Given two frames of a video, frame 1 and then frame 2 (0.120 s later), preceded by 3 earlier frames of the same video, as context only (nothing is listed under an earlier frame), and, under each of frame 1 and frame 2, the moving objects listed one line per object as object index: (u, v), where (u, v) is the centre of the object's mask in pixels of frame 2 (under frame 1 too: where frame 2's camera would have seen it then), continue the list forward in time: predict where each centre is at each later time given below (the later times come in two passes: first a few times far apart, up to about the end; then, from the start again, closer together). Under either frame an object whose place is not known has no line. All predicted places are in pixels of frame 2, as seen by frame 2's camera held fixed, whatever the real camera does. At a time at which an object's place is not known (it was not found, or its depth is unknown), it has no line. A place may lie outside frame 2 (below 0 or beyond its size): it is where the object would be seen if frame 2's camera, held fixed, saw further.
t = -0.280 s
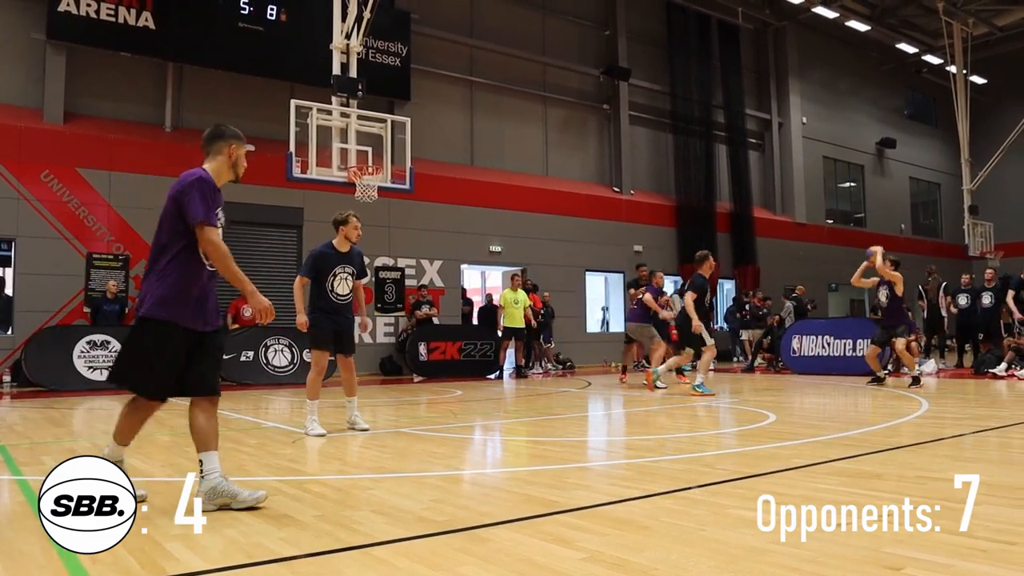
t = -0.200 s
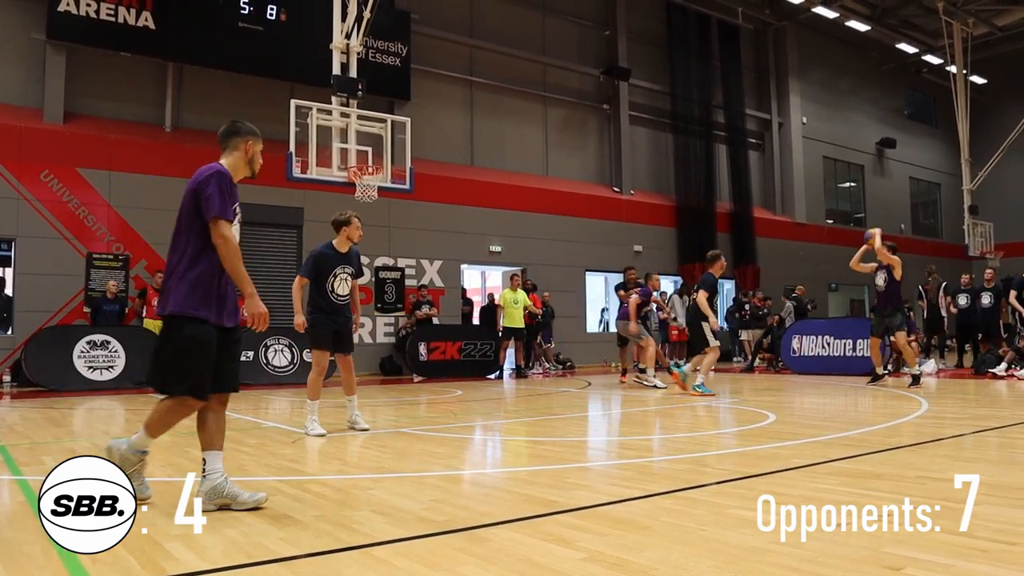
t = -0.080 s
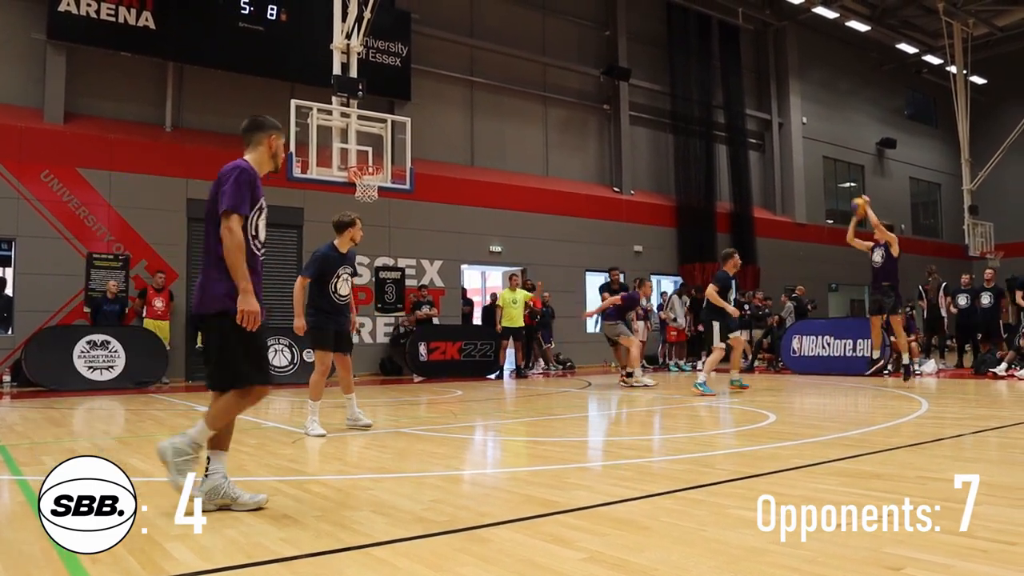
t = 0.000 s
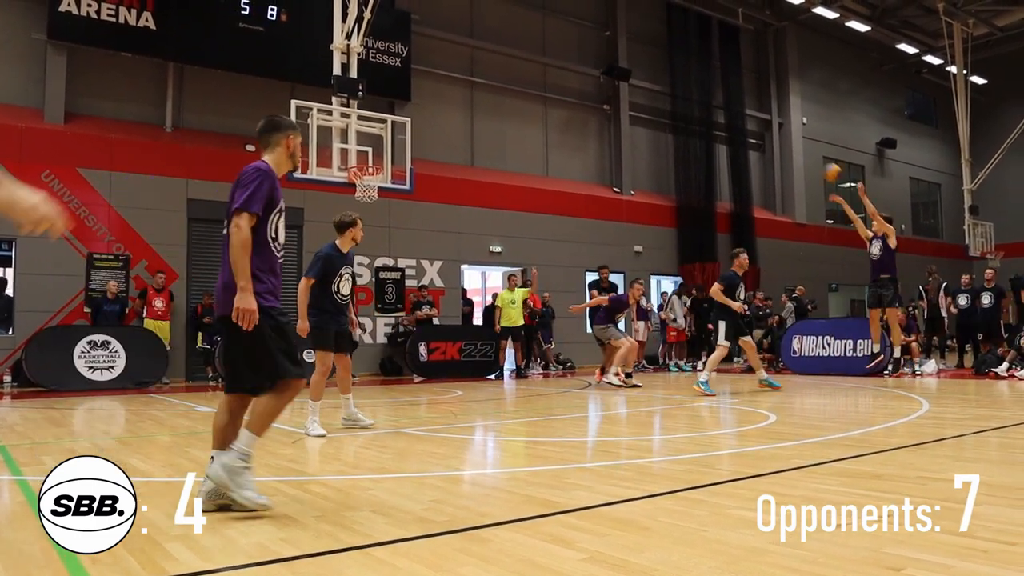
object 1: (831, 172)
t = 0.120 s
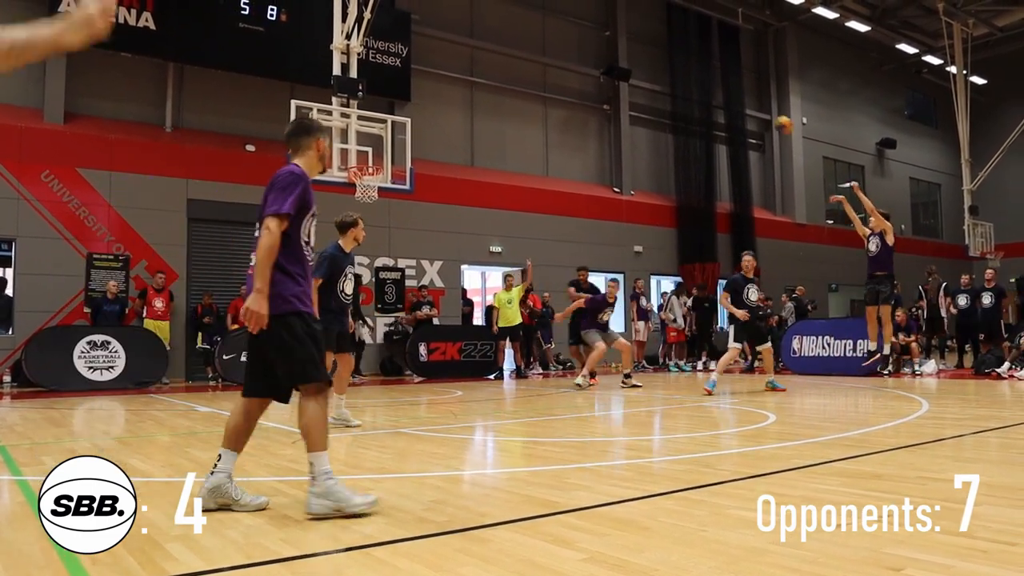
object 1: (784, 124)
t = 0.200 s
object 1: (751, 99)
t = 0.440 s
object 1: (659, 48)
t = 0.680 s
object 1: (570, 36)
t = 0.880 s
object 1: (497, 56)
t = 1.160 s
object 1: (398, 130)
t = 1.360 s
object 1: (359, 198)
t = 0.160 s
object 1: (767, 111)
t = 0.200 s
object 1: (751, 99)
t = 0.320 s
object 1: (705, 69)
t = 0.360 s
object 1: (690, 61)
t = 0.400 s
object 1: (674, 54)
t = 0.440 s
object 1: (659, 48)
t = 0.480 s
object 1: (644, 43)
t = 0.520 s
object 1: (630, 40)
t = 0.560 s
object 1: (615, 38)
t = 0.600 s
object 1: (600, 37)
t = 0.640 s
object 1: (585, 36)
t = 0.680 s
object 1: (570, 36)
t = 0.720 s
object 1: (556, 38)
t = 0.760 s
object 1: (542, 42)
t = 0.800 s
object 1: (527, 46)
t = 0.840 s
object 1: (512, 51)
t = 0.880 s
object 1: (497, 56)
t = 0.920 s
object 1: (484, 64)
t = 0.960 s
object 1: (470, 73)
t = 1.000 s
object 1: (455, 83)
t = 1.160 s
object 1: (398, 130)
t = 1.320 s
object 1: (357, 189)
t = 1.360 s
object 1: (359, 198)
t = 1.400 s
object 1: (360, 209)
